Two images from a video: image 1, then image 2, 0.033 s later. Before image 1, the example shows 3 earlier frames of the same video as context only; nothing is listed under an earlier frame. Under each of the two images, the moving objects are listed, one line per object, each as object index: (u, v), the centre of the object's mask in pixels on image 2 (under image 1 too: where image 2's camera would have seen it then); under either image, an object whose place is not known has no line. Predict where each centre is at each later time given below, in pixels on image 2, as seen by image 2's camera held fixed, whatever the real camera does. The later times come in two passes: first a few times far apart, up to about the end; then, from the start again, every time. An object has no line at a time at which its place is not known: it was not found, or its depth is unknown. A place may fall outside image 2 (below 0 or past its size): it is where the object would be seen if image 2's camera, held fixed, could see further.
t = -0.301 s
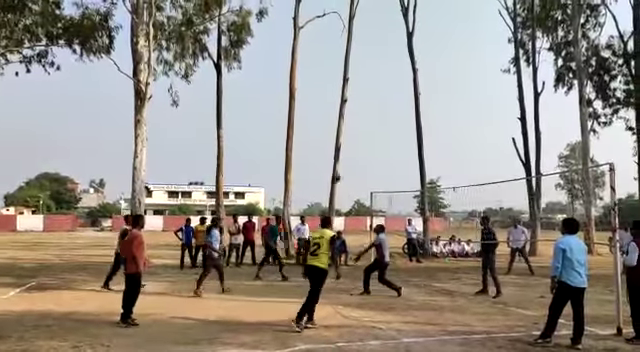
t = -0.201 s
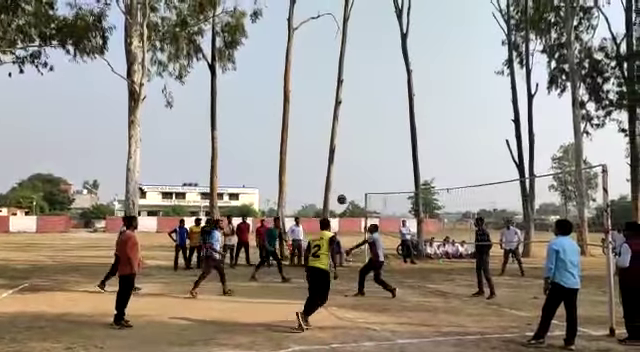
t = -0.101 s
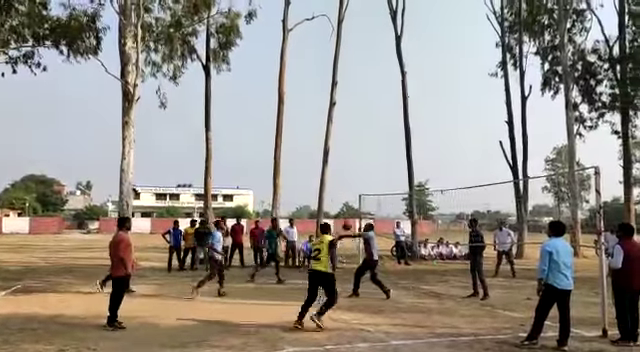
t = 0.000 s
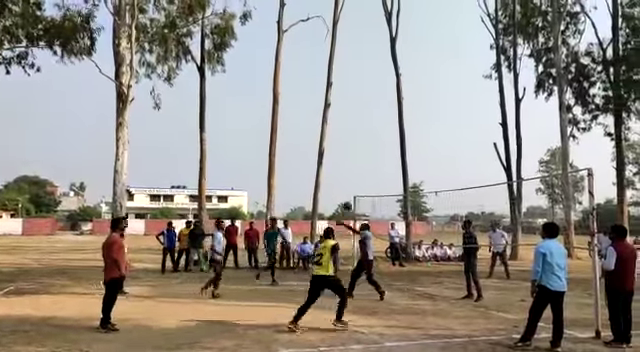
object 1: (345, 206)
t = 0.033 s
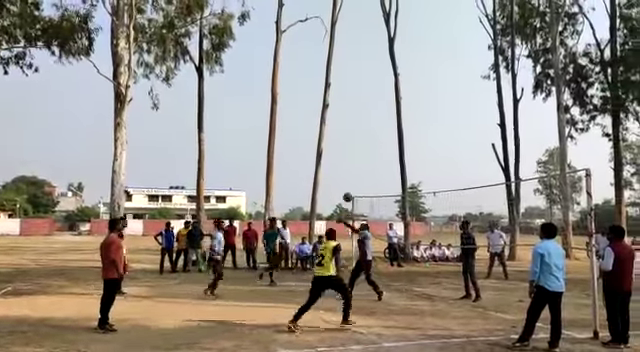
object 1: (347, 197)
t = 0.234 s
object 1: (358, 154)
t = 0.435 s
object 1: (369, 128)
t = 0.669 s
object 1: (382, 120)
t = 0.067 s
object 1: (349, 188)
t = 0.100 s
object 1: (351, 180)
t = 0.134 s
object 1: (353, 173)
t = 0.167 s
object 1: (355, 166)
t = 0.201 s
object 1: (357, 160)
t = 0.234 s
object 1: (358, 154)
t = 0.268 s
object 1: (360, 148)
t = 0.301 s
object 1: (362, 143)
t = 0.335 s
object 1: (364, 139)
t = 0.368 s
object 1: (365, 135)
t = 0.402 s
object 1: (367, 131)
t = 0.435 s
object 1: (369, 128)
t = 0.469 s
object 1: (370, 126)
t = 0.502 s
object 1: (372, 124)
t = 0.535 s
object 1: (374, 122)
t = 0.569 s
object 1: (376, 121)
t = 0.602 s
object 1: (378, 120)
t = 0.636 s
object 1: (380, 120)
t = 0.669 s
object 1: (382, 120)
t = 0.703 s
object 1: (383, 121)
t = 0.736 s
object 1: (385, 123)
